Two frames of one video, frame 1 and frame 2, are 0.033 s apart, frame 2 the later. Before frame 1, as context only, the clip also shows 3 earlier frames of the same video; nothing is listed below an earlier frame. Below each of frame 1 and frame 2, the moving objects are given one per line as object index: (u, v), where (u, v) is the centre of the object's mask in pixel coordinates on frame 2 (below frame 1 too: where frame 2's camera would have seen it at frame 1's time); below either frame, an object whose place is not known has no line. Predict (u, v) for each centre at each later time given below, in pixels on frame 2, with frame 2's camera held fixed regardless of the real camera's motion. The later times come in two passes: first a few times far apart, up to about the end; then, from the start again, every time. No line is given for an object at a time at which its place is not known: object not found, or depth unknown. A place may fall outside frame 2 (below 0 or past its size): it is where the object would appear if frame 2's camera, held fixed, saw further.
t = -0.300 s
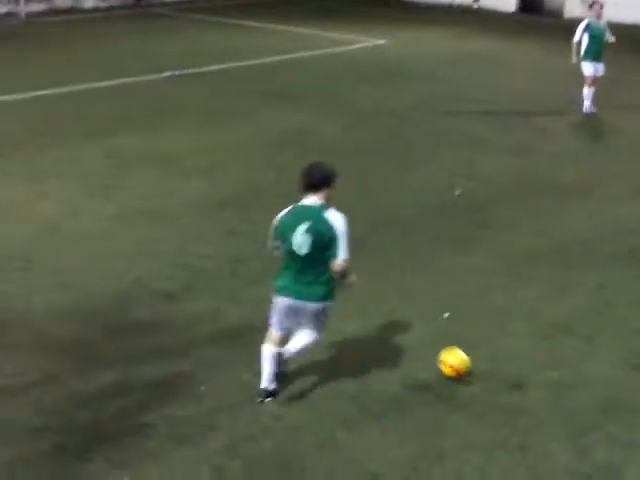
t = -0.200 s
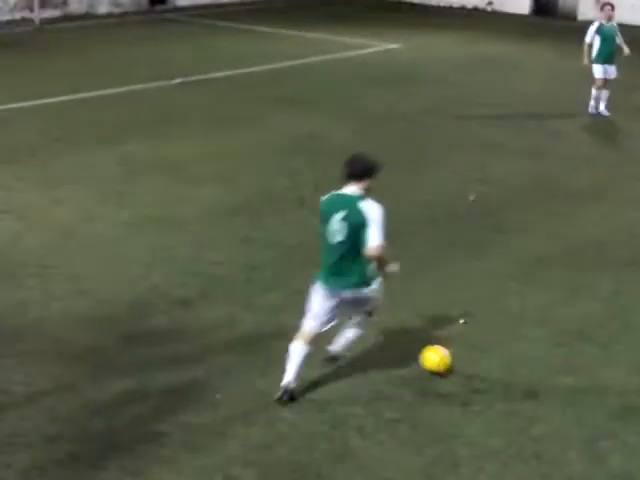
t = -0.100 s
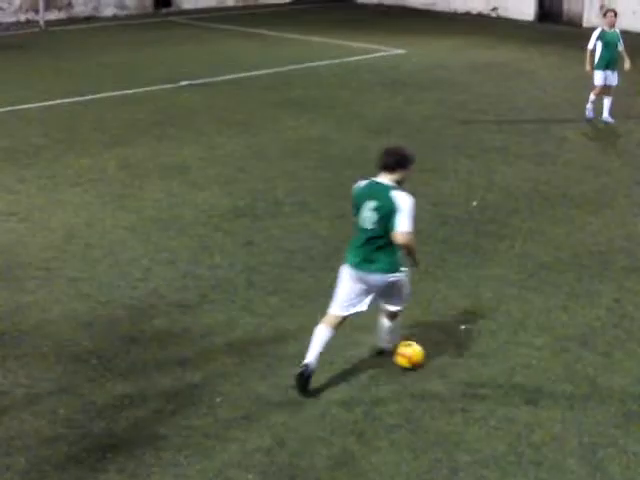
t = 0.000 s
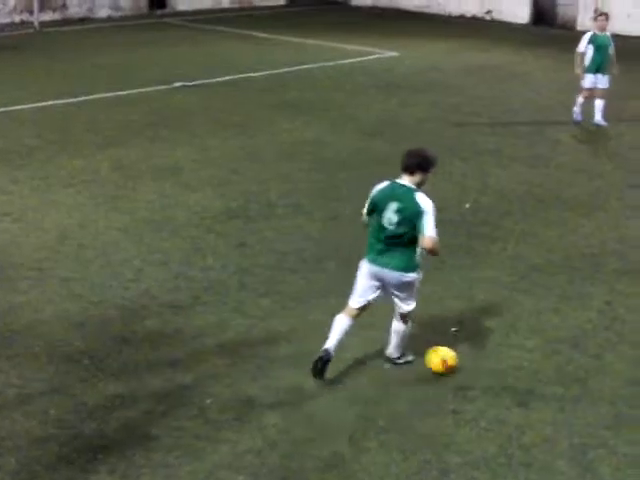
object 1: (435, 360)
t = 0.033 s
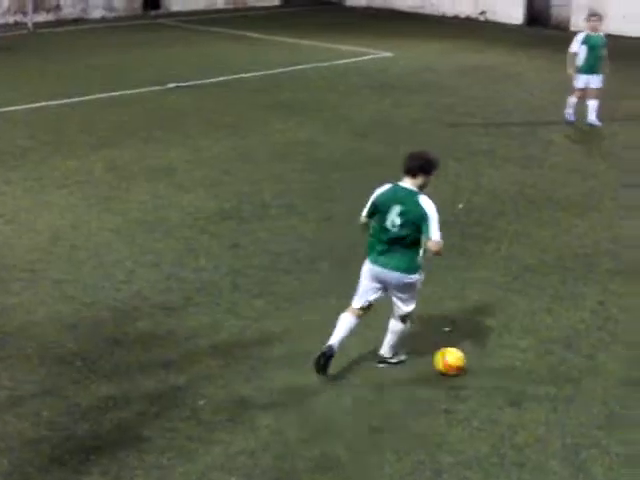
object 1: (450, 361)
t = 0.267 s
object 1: (537, 367)
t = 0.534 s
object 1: (602, 370)
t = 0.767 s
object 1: (656, 373)
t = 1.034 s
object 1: (715, 376)
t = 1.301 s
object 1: (772, 381)
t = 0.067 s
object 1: (464, 363)
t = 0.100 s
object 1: (478, 364)
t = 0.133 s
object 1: (490, 365)
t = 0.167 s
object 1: (503, 366)
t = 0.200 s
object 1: (515, 367)
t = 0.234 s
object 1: (526, 368)
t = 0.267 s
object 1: (537, 367)
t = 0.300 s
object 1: (545, 368)
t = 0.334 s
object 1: (554, 369)
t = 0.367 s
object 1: (563, 371)
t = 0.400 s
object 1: (572, 371)
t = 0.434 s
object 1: (579, 372)
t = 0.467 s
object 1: (587, 372)
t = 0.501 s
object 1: (594, 371)
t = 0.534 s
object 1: (602, 370)
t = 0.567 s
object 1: (611, 372)
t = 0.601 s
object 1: (621, 373)
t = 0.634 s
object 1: (626, 373)
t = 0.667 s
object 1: (632, 374)
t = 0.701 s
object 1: (641, 374)
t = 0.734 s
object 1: (649, 374)
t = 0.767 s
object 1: (656, 373)
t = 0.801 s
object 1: (663, 372)
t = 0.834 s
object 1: (671, 372)
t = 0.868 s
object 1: (680, 372)
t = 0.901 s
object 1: (688, 373)
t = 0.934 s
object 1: (695, 375)
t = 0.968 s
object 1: (703, 376)
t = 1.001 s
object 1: (710, 376)
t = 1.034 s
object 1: (715, 376)
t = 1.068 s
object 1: (722, 376)
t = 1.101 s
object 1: (730, 377)
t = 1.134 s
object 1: (737, 378)
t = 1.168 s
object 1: (742, 378)
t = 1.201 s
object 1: (748, 378)
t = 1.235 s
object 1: (756, 380)
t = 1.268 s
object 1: (764, 381)
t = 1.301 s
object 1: (772, 381)
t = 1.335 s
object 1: (779, 381)
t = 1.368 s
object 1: (785, 381)
